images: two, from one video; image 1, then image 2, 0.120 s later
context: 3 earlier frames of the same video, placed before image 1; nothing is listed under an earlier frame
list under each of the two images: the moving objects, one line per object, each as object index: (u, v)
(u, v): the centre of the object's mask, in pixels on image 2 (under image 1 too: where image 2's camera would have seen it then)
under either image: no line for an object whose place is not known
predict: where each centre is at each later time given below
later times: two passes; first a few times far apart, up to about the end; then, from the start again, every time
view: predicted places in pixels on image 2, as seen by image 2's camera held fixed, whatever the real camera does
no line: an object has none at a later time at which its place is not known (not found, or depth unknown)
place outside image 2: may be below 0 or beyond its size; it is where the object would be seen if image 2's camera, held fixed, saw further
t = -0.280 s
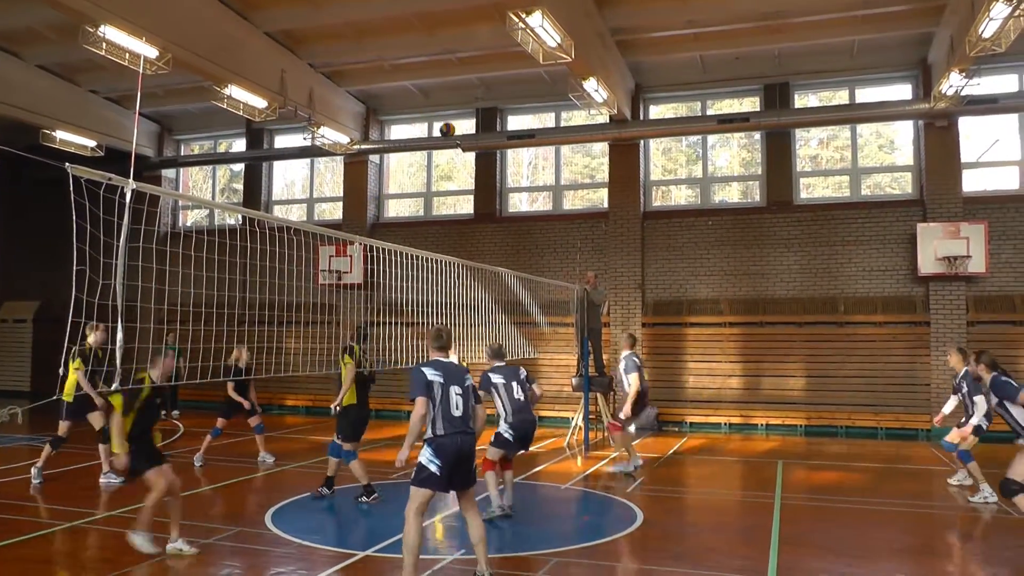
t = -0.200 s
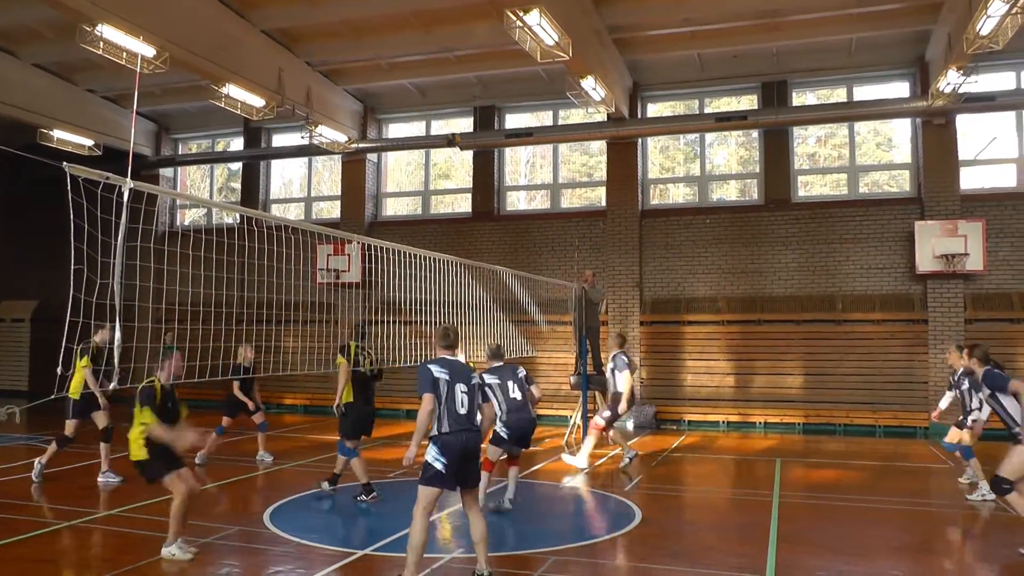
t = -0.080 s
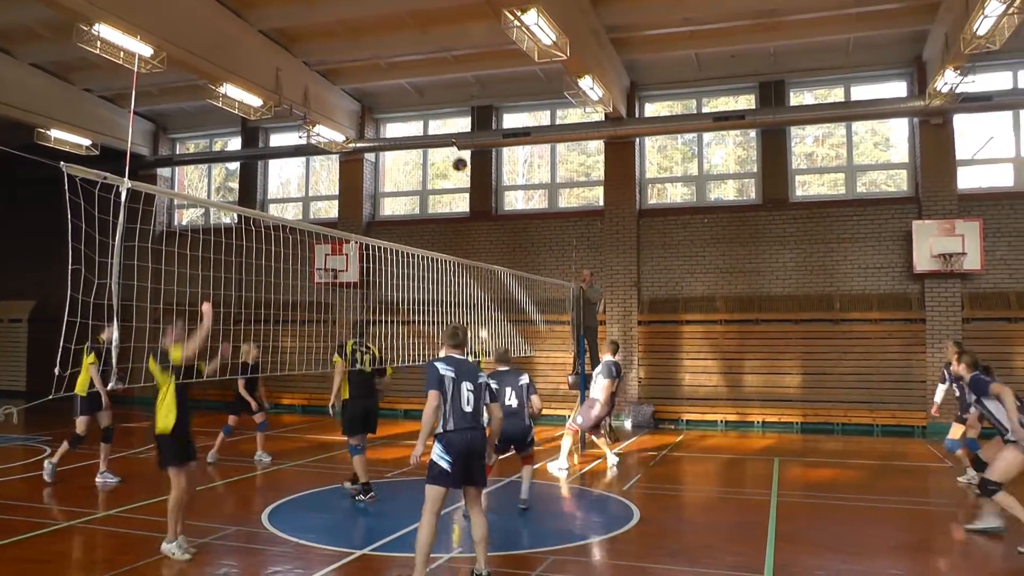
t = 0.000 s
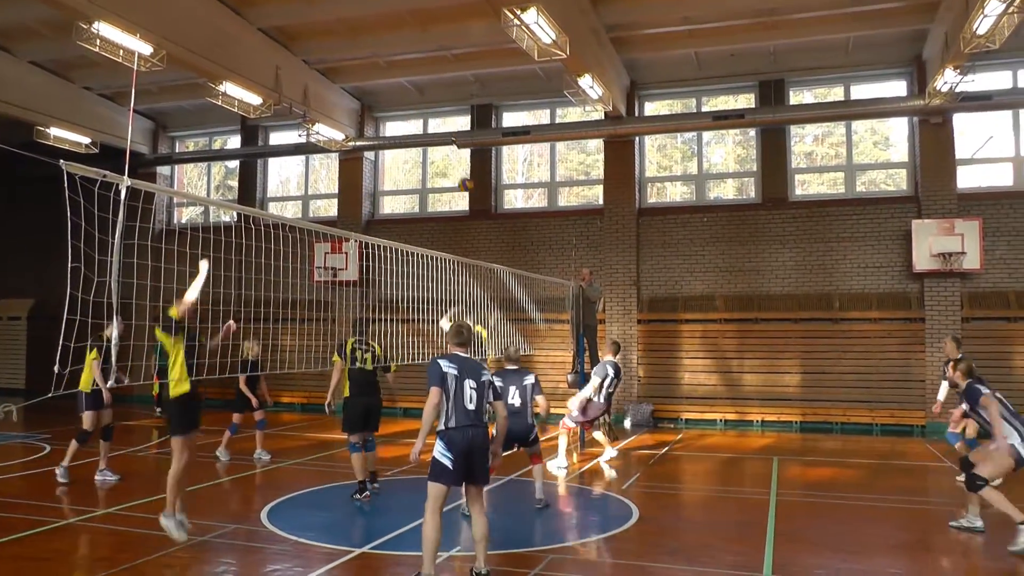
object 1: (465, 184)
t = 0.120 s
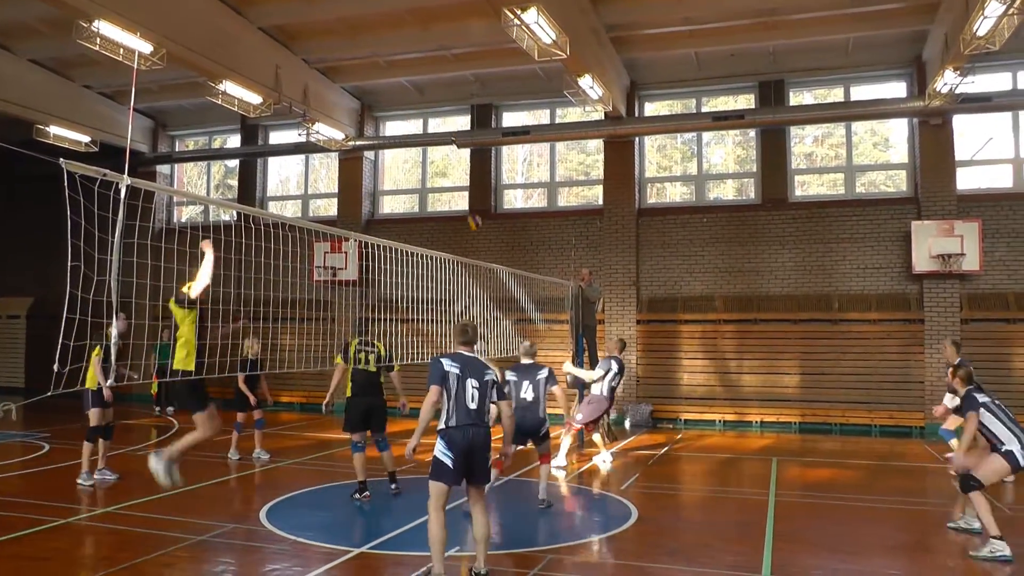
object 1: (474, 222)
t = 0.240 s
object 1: (486, 257)
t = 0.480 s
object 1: (571, 239)
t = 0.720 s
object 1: (697, 268)
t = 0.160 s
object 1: (477, 238)
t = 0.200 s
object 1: (480, 252)
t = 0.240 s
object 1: (486, 257)
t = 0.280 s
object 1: (499, 253)
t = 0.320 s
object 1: (511, 247)
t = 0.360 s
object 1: (527, 245)
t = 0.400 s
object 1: (538, 244)
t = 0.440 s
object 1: (555, 241)
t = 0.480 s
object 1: (571, 239)
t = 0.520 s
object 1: (589, 241)
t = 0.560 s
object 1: (606, 242)
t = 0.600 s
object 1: (627, 246)
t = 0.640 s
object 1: (651, 251)
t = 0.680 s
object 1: (672, 259)
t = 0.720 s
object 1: (697, 268)
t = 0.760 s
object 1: (721, 281)
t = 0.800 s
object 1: (750, 295)
